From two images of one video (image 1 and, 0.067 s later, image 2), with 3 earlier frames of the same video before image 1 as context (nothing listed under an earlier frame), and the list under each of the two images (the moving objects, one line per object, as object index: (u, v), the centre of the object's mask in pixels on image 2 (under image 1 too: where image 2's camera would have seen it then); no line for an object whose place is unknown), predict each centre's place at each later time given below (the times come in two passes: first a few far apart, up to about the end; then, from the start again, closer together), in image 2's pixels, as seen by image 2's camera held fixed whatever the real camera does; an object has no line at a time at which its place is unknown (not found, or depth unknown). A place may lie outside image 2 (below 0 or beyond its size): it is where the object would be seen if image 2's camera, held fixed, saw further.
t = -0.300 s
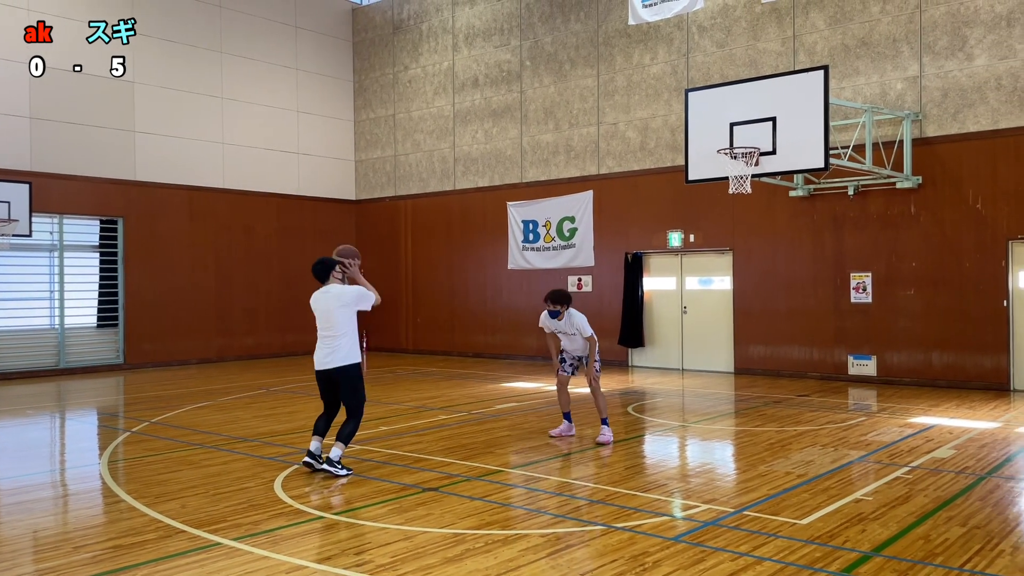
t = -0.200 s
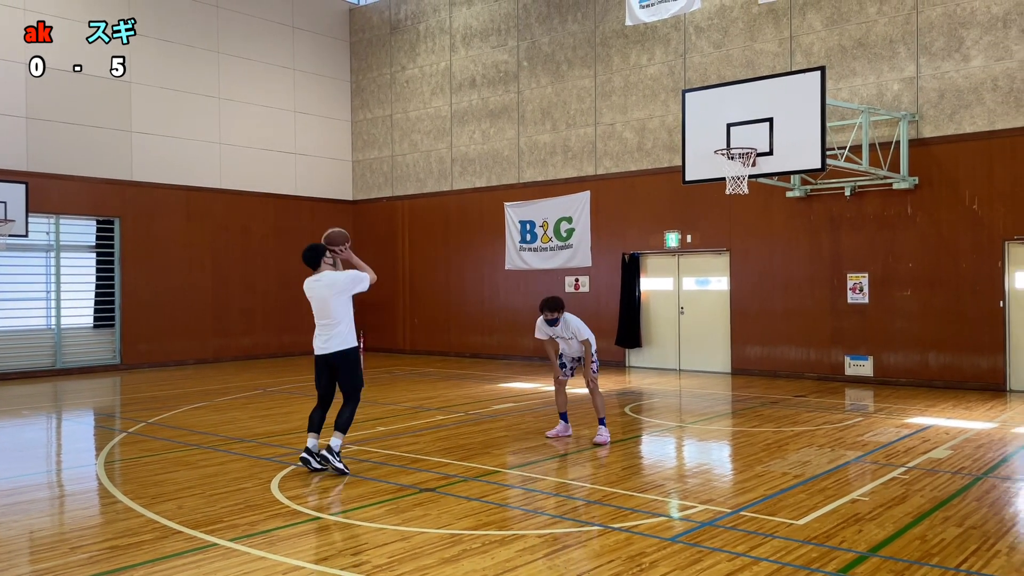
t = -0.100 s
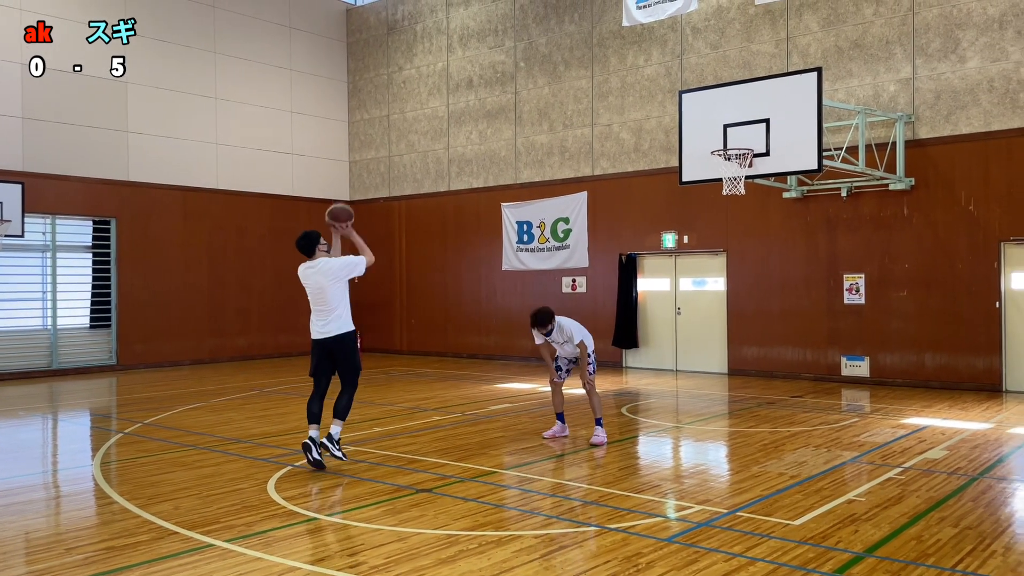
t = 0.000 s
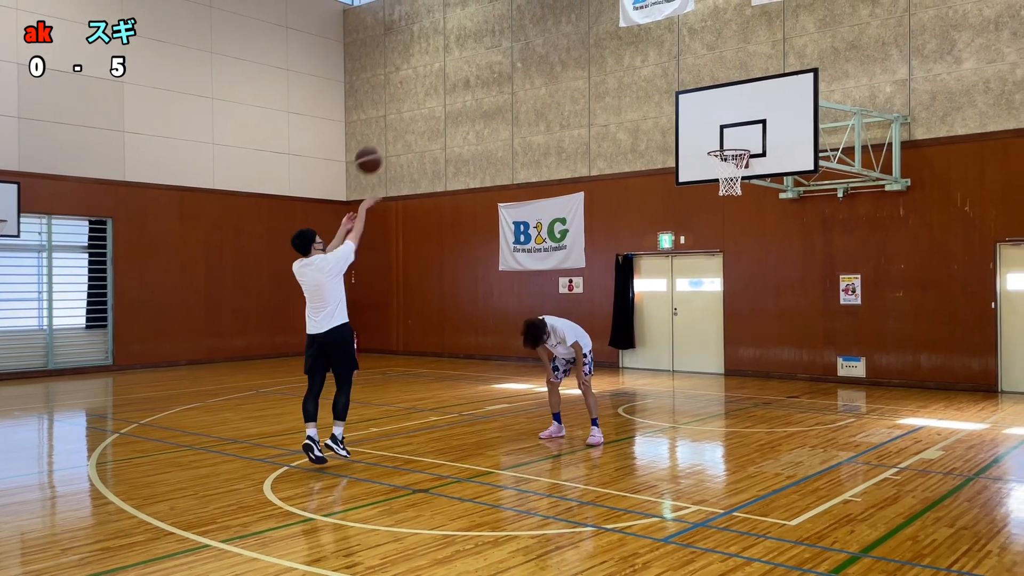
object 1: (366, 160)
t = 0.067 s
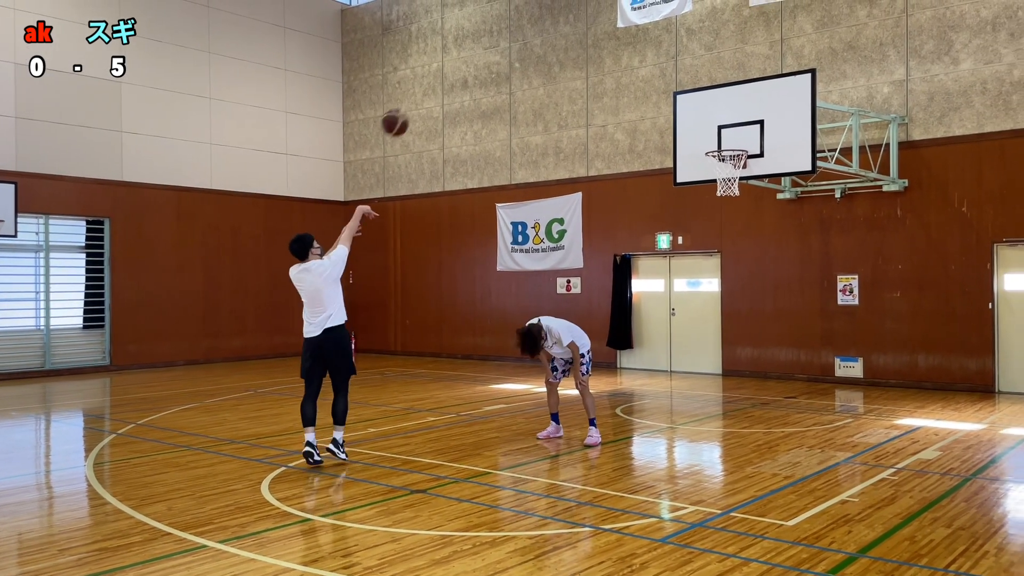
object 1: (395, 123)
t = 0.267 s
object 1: (473, 45)
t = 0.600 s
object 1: (584, 16)
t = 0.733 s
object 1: (624, 34)
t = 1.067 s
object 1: (710, 137)
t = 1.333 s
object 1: (705, 174)
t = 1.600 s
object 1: (711, 195)
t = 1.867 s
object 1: (721, 275)
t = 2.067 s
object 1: (729, 375)
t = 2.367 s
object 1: (741, 317)
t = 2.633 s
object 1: (753, 274)
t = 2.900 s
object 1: (766, 293)
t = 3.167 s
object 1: (781, 371)
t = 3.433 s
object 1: (792, 354)
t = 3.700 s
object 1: (804, 326)
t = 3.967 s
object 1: (817, 354)
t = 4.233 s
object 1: (829, 384)
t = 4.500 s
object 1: (839, 354)
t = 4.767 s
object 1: (849, 384)
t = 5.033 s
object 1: (859, 377)
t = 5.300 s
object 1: (870, 382)
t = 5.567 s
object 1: (880, 387)
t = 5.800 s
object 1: (888, 390)
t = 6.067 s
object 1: (897, 391)
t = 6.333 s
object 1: (908, 403)
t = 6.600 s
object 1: (921, 403)
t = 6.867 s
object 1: (931, 403)
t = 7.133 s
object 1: (943, 405)
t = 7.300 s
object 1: (951, 405)
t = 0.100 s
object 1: (408, 106)
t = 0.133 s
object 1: (422, 91)
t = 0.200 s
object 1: (448, 66)
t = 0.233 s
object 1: (461, 55)
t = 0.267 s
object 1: (473, 45)
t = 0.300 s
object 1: (485, 37)
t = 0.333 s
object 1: (497, 30)
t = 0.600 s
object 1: (584, 16)
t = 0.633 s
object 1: (594, 19)
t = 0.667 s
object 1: (604, 23)
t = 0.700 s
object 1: (614, 28)
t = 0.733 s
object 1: (624, 34)
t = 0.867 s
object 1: (659, 65)
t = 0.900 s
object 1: (668, 76)
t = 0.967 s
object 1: (685, 98)
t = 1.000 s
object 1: (694, 110)
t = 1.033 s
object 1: (702, 123)
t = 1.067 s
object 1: (710, 137)
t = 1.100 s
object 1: (718, 145)
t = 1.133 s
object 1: (727, 154)
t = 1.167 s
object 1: (729, 160)
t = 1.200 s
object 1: (725, 163)
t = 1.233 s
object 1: (716, 169)
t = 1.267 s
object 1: (711, 173)
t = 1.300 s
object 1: (707, 175)
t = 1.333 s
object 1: (705, 174)
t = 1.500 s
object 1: (707, 180)
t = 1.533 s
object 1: (708, 185)
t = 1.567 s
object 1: (710, 189)
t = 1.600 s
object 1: (711, 195)
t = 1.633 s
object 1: (711, 201)
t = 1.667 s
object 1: (713, 209)
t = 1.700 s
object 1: (714, 218)
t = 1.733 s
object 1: (716, 228)
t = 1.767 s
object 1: (718, 238)
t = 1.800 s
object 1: (718, 250)
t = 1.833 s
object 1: (719, 262)
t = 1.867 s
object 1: (721, 275)
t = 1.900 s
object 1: (722, 290)
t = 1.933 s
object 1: (722, 304)
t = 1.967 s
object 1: (724, 321)
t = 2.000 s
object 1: (726, 338)
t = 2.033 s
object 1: (726, 355)
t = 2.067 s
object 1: (729, 375)
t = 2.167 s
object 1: (732, 389)
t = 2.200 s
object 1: (734, 375)
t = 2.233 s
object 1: (735, 361)
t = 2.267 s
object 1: (737, 348)
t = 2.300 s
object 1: (738, 337)
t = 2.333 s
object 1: (740, 326)
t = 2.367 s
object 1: (741, 317)
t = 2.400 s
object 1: (742, 308)
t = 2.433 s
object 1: (744, 300)
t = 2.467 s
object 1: (746, 293)
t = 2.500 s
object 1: (747, 287)
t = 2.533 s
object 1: (749, 283)
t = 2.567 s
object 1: (750, 279)
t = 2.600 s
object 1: (751, 276)
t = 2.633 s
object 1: (753, 274)
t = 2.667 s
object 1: (755, 273)
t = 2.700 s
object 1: (757, 273)
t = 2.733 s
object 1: (758, 274)
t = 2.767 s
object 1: (760, 275)
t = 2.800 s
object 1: (762, 278)
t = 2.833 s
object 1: (763, 282)
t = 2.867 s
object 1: (765, 287)
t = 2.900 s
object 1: (766, 293)
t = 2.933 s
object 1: (768, 299)
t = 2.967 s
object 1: (770, 307)
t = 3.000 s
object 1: (771, 315)
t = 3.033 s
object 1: (773, 325)
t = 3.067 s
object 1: (775, 334)
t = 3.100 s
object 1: (776, 346)
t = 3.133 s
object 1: (779, 357)
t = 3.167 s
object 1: (781, 371)
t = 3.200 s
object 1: (782, 386)
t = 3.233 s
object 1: (783, 401)
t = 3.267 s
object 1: (785, 402)
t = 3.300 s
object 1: (786, 390)
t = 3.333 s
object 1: (788, 380)
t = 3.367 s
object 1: (790, 370)
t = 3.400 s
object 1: (791, 361)
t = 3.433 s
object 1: (792, 354)
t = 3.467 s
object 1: (794, 347)
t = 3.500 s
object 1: (795, 341)
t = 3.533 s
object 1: (797, 336)
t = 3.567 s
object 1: (798, 332)
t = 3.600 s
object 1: (800, 329)
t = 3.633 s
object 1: (801, 327)
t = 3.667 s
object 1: (803, 326)
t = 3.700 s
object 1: (804, 326)
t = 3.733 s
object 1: (806, 326)
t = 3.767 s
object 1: (808, 328)
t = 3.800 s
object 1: (810, 331)
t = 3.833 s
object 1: (811, 332)
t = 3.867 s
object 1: (812, 337)
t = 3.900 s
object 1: (814, 342)
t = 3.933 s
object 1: (815, 347)
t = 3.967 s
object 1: (817, 354)
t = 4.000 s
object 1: (819, 362)
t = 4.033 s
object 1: (821, 371)
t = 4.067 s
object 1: (823, 381)
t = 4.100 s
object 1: (825, 392)
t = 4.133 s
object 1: (826, 404)
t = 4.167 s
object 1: (827, 402)
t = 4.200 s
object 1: (828, 393)
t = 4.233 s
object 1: (829, 384)
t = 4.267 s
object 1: (830, 377)
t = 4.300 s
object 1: (831, 371)
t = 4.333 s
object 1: (833, 365)
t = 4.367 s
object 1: (834, 361)
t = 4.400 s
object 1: (835, 358)
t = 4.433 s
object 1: (836, 356)
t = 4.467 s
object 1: (838, 354)
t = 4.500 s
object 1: (839, 354)
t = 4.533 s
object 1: (840, 354)
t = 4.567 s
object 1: (841, 356)
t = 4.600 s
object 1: (843, 358)
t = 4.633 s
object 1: (844, 361)
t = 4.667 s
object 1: (845, 366)
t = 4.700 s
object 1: (846, 371)
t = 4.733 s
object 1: (848, 377)
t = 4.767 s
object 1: (849, 384)
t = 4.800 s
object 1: (850, 392)
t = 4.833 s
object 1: (851, 402)
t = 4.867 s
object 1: (851, 405)
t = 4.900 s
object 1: (853, 398)
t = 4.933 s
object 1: (855, 391)
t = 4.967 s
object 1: (856, 385)
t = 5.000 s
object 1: (857, 381)
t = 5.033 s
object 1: (859, 377)
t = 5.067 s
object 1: (860, 374)
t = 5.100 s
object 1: (862, 373)
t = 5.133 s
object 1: (863, 372)
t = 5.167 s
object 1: (864, 372)
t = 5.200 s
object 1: (865, 373)
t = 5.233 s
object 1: (866, 375)
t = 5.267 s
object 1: (868, 378)
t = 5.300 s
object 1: (870, 382)
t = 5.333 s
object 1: (869, 387)
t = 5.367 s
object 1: (870, 393)
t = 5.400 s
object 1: (871, 400)
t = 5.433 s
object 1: (872, 407)
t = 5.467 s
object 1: (873, 401)
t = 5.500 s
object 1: (876, 395)
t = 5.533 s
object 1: (878, 391)
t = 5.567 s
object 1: (880, 387)
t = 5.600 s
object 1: (881, 385)
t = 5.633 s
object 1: (883, 384)
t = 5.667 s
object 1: (884, 384)
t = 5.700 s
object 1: (885, 384)
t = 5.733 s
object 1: (886, 385)
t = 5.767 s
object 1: (887, 387)
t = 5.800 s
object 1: (888, 390)
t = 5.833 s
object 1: (889, 394)
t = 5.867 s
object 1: (890, 400)
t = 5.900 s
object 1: (892, 406)
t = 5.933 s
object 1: (893, 404)
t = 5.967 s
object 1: (894, 399)
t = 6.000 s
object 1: (895, 395)
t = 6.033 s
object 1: (896, 392)
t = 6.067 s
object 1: (897, 391)
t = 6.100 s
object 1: (899, 391)
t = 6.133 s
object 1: (900, 391)
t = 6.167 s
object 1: (902, 392)
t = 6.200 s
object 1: (903, 394)
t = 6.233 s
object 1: (905, 398)
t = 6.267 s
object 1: (906, 402)
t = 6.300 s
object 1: (908, 407)
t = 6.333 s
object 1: (908, 403)
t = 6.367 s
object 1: (910, 399)
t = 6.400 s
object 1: (911, 397)
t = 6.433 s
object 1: (913, 396)
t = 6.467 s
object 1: (914, 395)
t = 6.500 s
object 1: (916, 396)
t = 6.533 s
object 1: (918, 397)
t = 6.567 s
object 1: (919, 399)
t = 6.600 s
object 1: (921, 403)
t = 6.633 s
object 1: (922, 405)
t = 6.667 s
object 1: (923, 402)
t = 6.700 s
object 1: (925, 400)
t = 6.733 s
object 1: (926, 399)
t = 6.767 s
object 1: (927, 398)
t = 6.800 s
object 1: (929, 399)
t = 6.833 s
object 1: (930, 400)
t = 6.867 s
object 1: (931, 403)
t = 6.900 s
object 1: (933, 406)
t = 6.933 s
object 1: (934, 403)
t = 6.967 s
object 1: (936, 401)
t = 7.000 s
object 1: (937, 400)
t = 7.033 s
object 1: (939, 401)
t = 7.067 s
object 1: (940, 402)
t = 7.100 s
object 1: (941, 404)
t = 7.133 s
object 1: (943, 405)
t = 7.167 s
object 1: (945, 403)
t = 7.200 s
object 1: (946, 402)
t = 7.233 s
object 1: (948, 402)
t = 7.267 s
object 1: (950, 403)
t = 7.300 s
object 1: (951, 405)
